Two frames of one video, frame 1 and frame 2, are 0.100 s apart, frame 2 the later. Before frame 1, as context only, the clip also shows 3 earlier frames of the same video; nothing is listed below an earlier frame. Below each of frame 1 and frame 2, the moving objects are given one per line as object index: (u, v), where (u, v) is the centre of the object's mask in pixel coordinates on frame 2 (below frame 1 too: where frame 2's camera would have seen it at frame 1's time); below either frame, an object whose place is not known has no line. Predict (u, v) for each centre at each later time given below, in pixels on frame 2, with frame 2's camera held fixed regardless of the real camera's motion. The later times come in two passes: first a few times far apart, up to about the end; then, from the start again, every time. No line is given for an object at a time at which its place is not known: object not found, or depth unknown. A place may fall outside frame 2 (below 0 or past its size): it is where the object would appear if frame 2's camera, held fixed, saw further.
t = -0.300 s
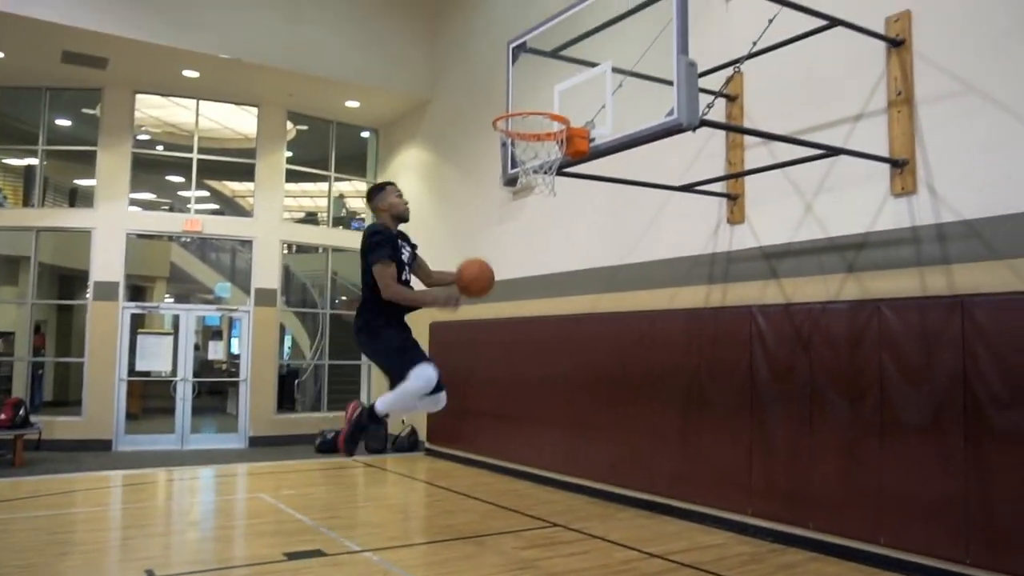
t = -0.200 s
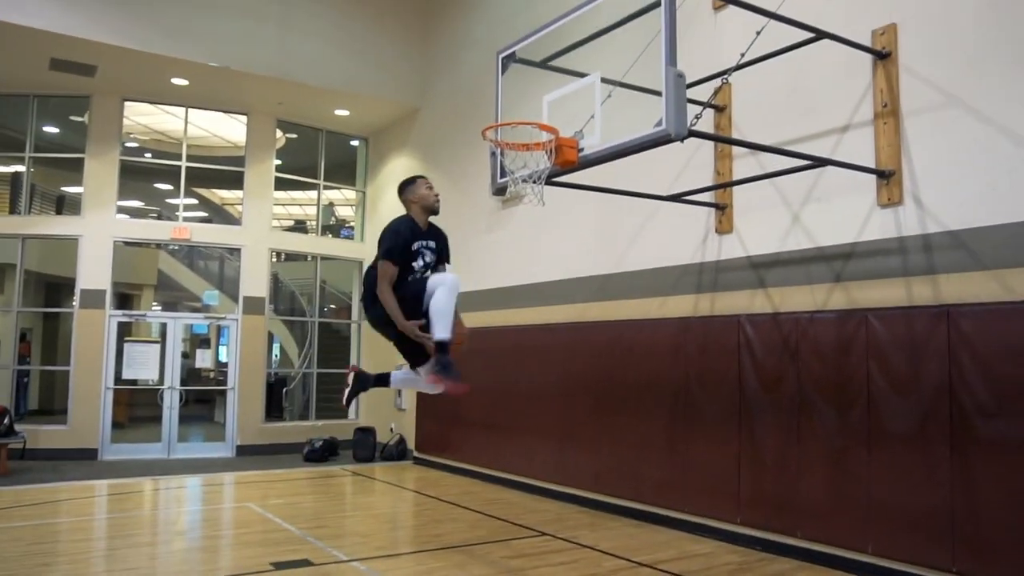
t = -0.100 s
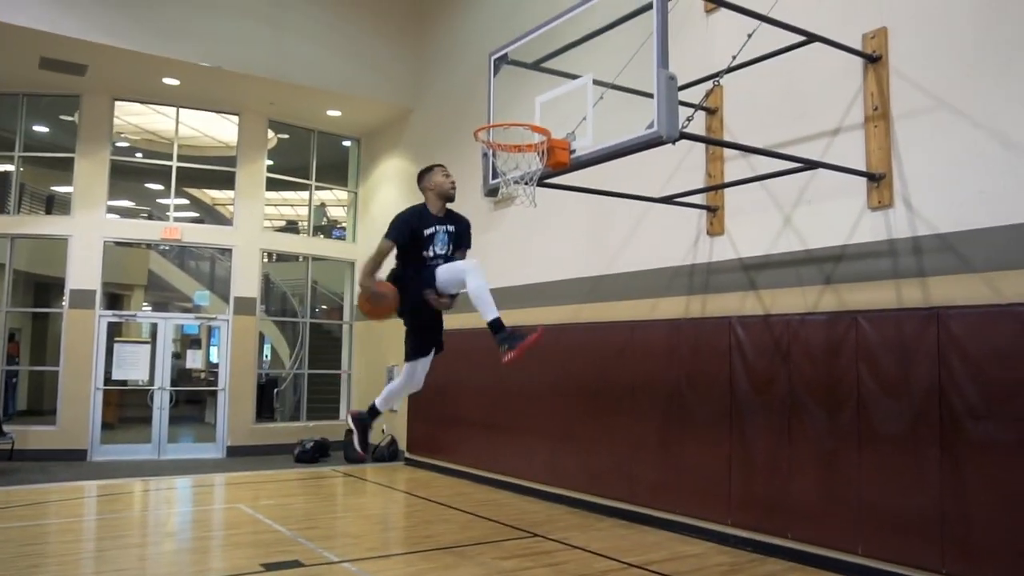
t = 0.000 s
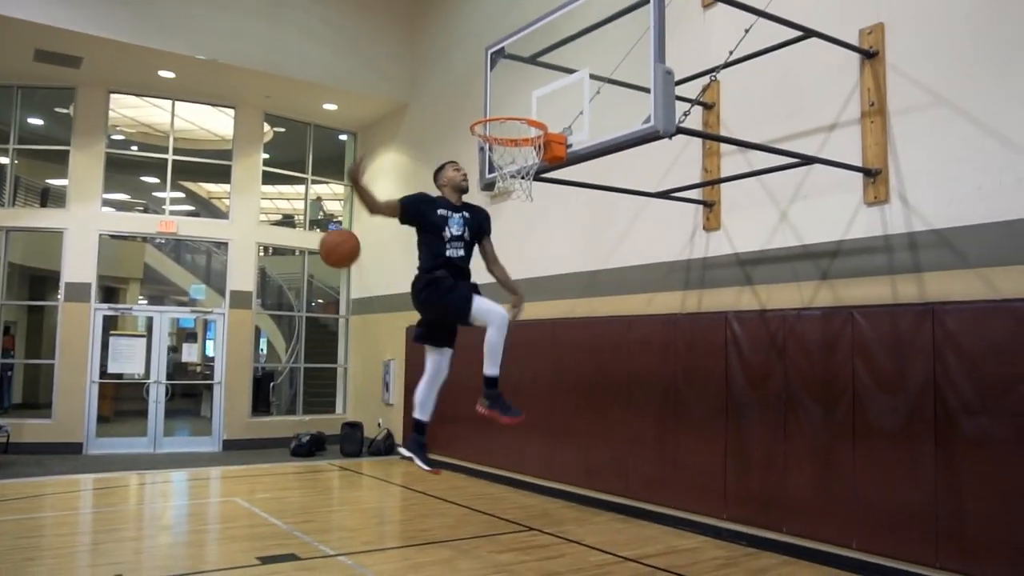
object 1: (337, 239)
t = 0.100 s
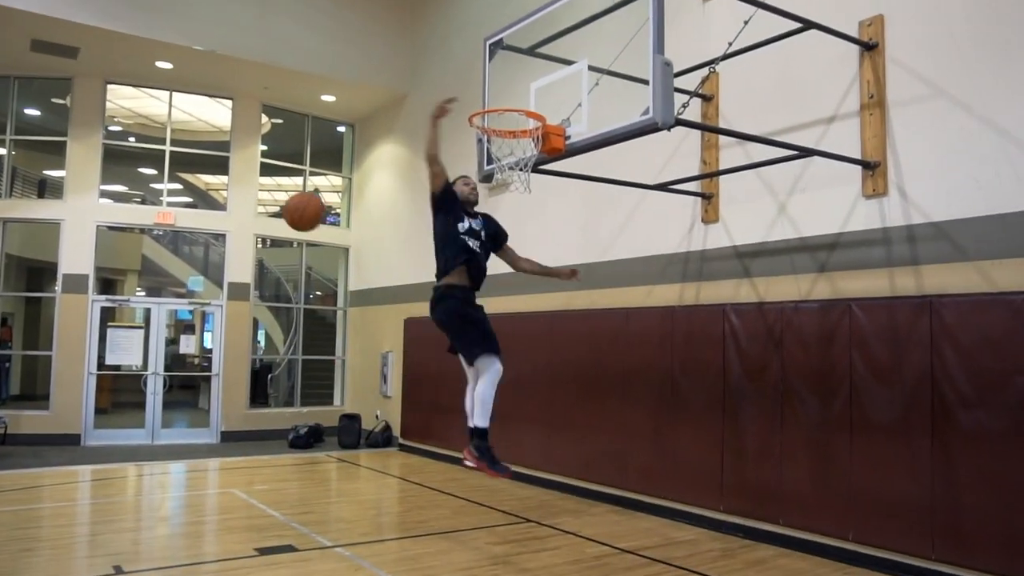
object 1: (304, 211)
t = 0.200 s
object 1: (270, 200)
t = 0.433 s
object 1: (192, 234)
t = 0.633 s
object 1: (125, 326)
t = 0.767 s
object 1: (82, 420)
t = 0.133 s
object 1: (292, 206)
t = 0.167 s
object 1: (281, 202)
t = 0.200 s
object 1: (270, 200)
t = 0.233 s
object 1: (259, 200)
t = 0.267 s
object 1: (248, 201)
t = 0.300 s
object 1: (237, 205)
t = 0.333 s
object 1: (226, 210)
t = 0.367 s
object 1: (215, 216)
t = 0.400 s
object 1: (203, 224)
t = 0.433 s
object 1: (192, 234)
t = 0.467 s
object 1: (181, 246)
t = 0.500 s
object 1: (170, 259)
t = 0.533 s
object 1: (158, 273)
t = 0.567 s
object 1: (149, 289)
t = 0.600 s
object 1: (137, 307)
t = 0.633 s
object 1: (125, 326)
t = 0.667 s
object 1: (113, 348)
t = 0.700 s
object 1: (103, 371)
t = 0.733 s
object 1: (93, 395)
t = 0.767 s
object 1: (82, 420)
